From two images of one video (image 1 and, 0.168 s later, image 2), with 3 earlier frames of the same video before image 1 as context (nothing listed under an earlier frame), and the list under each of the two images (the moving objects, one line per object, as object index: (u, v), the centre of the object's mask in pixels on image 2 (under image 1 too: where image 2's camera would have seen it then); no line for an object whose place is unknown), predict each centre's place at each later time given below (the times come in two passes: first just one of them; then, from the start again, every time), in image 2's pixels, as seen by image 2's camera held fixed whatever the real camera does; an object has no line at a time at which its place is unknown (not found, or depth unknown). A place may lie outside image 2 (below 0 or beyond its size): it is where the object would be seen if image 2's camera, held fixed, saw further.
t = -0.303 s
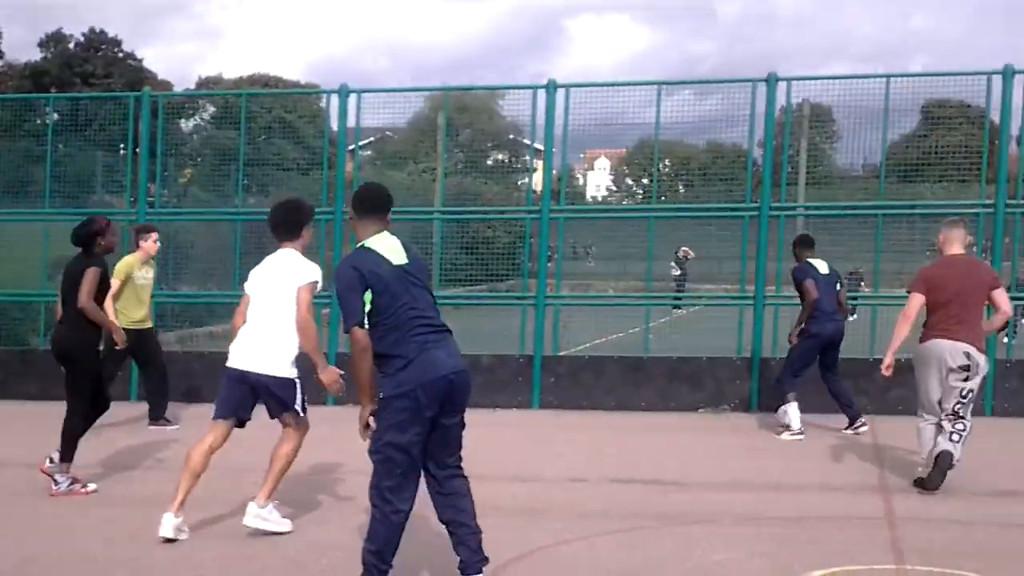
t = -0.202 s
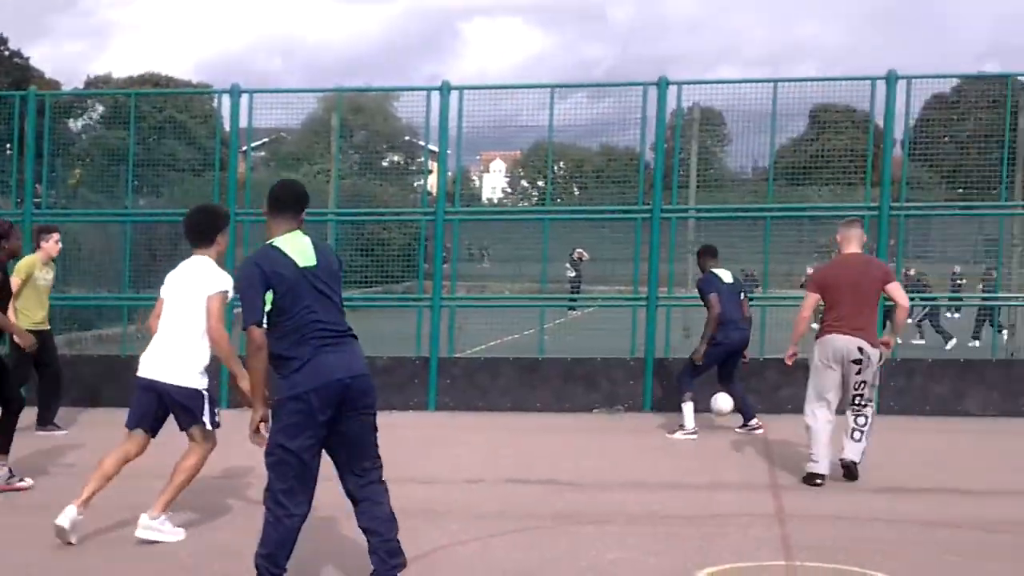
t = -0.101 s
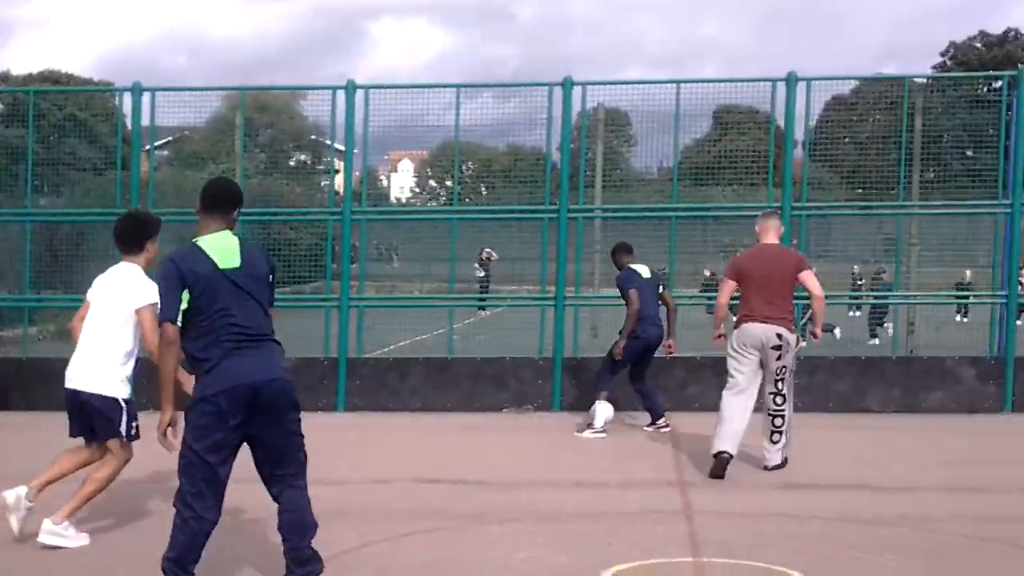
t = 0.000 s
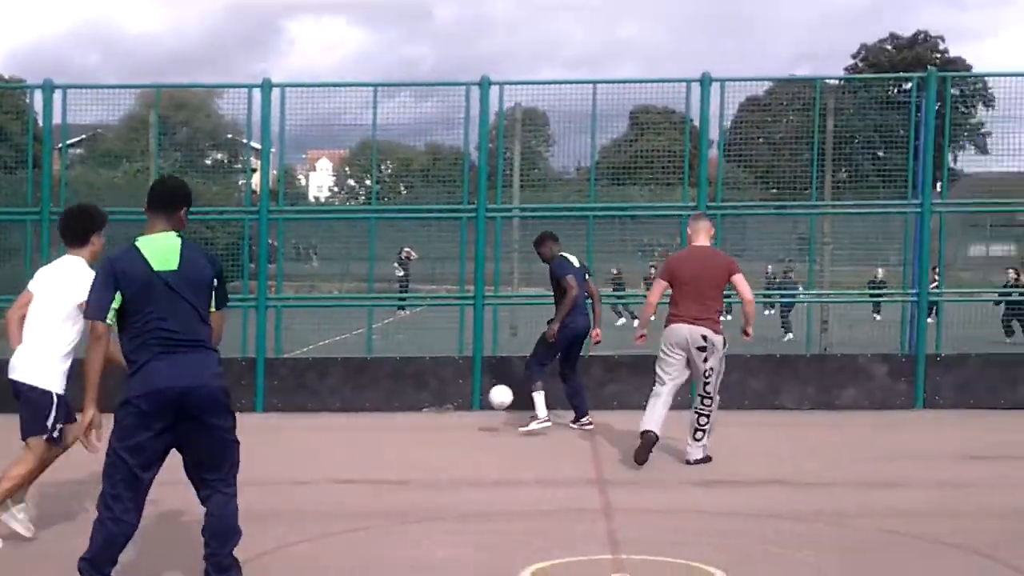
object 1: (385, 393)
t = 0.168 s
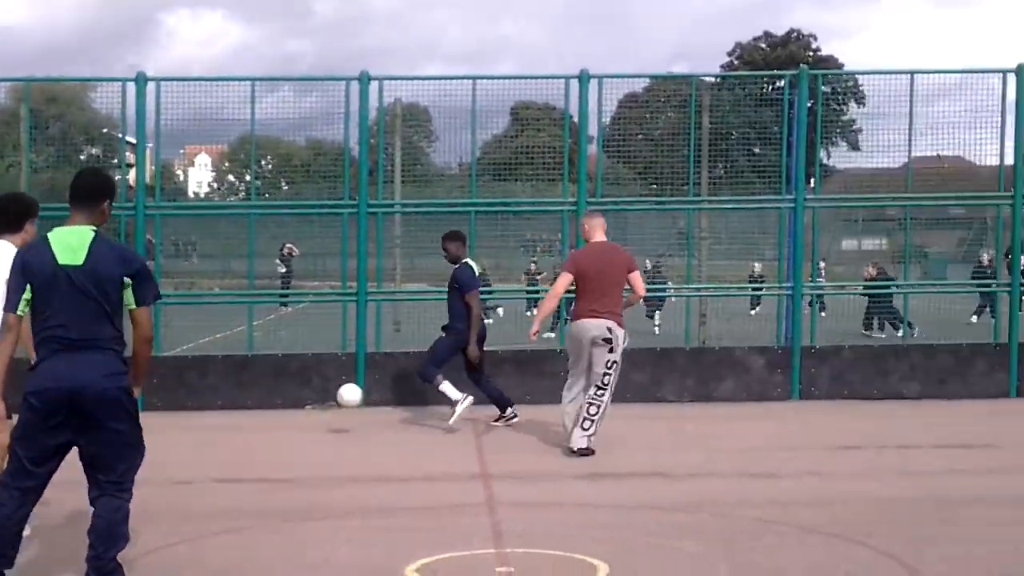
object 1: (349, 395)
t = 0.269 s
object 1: (329, 414)
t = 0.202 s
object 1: (342, 400)
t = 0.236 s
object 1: (335, 406)
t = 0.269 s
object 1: (329, 414)
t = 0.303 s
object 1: (322, 424)
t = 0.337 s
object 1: (316, 425)
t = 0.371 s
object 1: (310, 420)
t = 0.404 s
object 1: (304, 415)
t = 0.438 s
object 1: (298, 412)
